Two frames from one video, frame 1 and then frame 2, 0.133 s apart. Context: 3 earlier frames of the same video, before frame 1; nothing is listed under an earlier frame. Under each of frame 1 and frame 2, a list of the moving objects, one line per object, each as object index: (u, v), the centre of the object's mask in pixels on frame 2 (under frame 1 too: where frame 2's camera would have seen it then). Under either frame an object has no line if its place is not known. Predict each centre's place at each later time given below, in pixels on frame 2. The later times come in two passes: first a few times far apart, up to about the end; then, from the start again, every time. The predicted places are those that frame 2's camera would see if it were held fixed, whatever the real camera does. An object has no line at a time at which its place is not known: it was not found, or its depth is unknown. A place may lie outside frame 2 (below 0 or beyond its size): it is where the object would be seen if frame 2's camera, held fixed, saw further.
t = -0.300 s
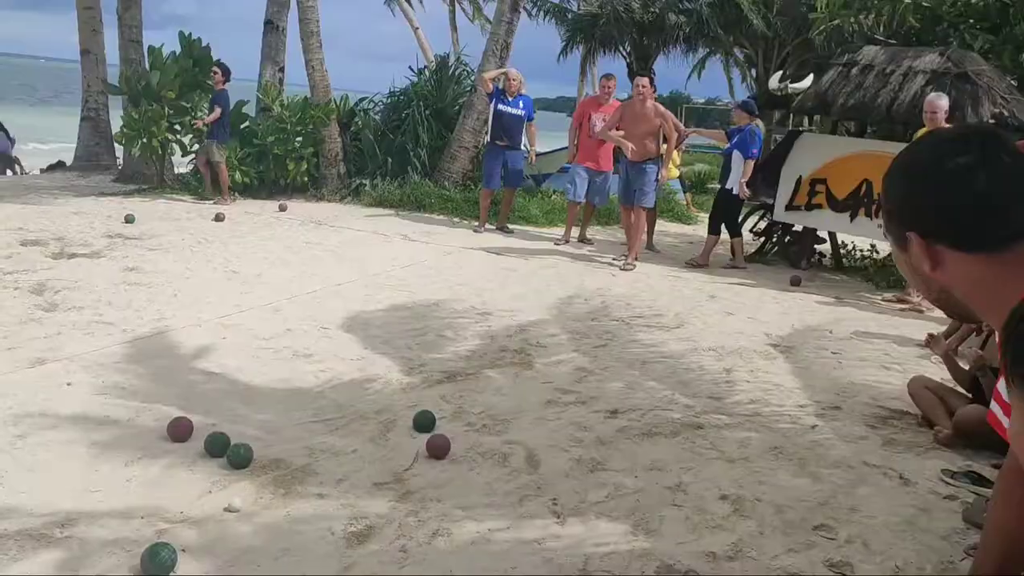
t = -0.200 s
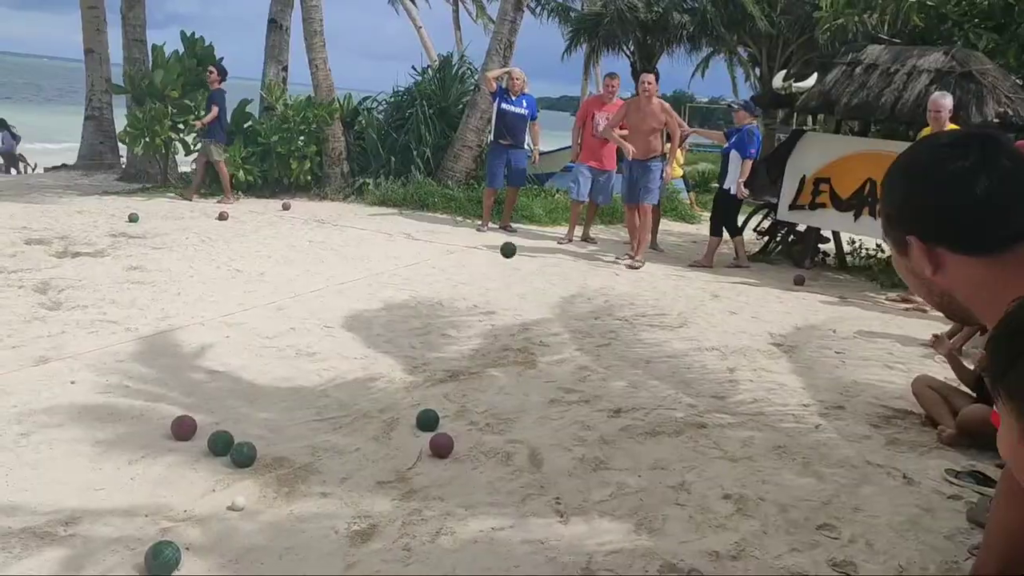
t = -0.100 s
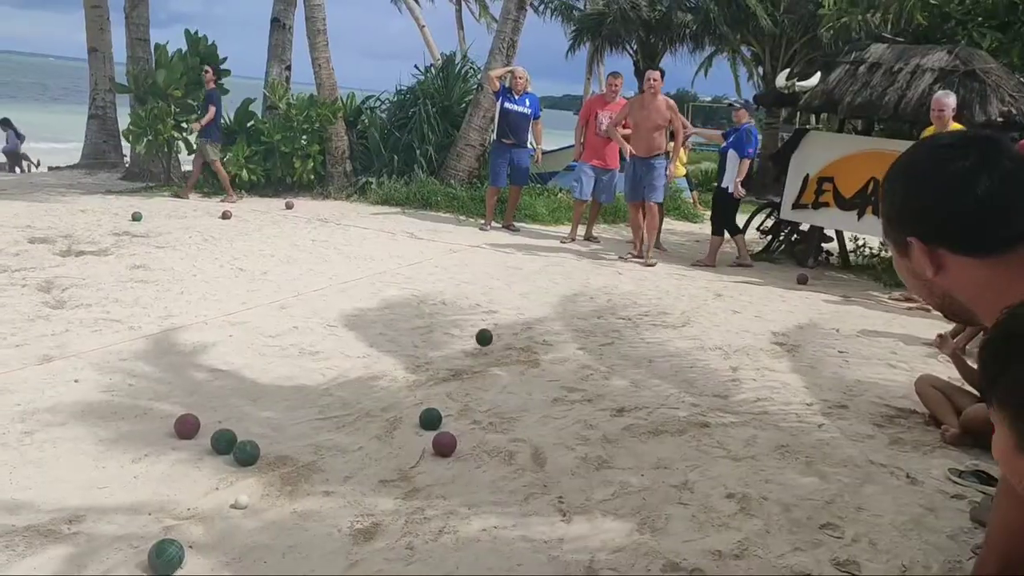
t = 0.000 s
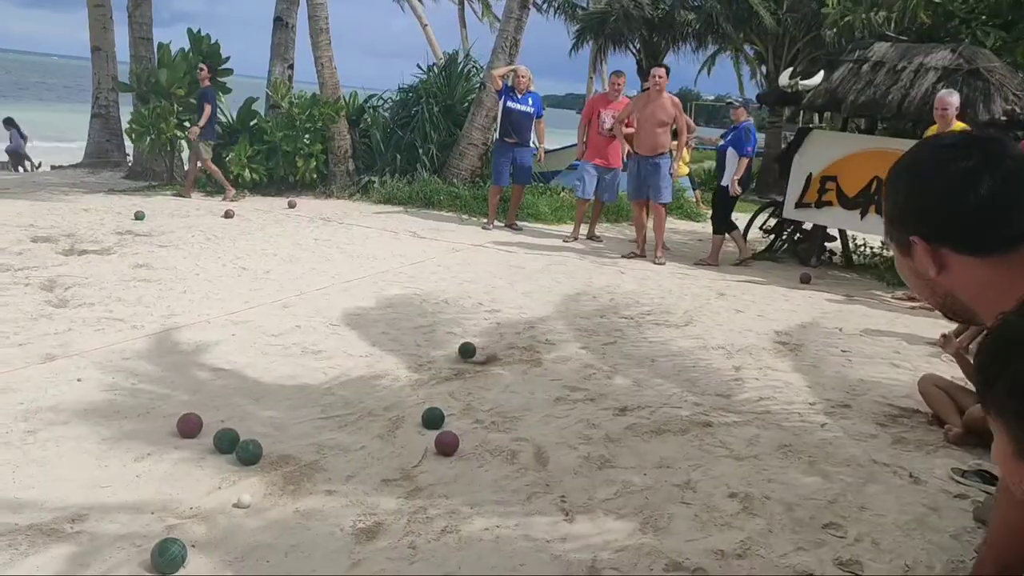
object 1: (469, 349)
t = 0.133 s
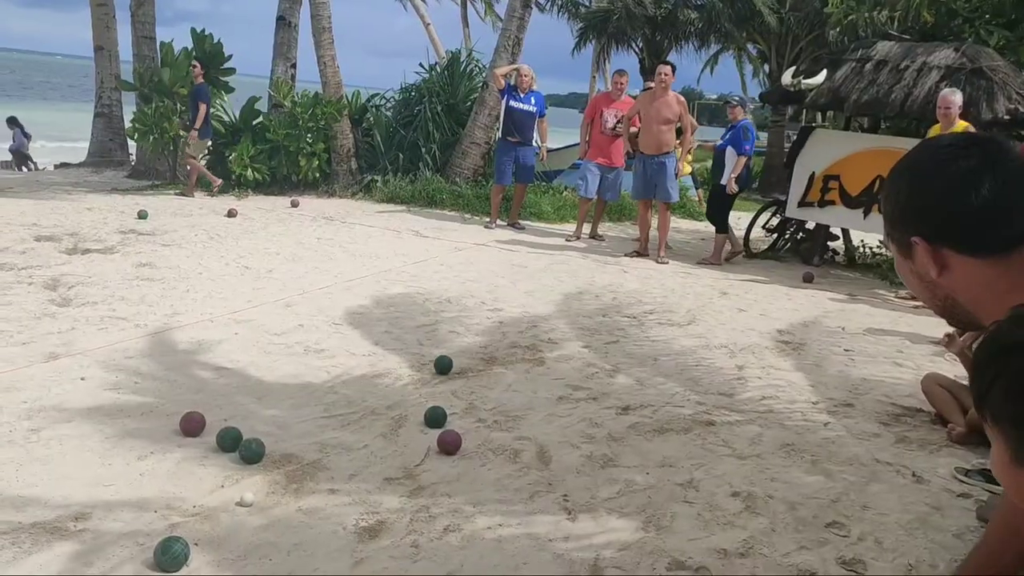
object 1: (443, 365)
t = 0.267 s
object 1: (417, 377)
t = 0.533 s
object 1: (370, 401)
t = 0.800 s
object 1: (313, 424)
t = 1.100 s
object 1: (256, 434)
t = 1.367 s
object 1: (258, 435)
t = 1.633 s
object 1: (259, 436)
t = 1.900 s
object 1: (259, 436)
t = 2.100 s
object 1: (259, 436)
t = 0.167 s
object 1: (436, 368)
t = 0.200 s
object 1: (430, 371)
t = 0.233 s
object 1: (423, 375)
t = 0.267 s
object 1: (417, 377)
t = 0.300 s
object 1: (411, 380)
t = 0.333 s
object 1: (404, 383)
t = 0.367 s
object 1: (398, 386)
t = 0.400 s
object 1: (393, 386)
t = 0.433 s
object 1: (388, 388)
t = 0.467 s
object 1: (382, 391)
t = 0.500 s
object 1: (376, 397)
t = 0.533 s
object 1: (370, 401)
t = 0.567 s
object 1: (364, 404)
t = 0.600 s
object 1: (357, 407)
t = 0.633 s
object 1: (350, 409)
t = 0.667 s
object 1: (343, 412)
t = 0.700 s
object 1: (336, 416)
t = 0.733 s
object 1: (328, 419)
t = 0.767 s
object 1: (321, 421)
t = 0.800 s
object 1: (313, 424)
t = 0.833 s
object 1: (305, 426)
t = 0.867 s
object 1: (297, 427)
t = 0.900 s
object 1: (290, 429)
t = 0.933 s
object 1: (281, 432)
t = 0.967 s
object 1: (273, 434)
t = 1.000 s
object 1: (266, 435)
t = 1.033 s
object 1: (258, 433)
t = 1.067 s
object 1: (256, 433)
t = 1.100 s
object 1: (256, 434)
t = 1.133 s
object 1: (256, 434)
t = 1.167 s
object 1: (256, 435)
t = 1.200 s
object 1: (256, 435)
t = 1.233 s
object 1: (257, 436)
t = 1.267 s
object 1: (257, 435)
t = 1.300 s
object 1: (257, 435)
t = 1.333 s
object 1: (258, 435)
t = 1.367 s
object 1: (258, 435)
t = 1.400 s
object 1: (258, 436)
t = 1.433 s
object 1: (259, 436)
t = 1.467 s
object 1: (259, 436)
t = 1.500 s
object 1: (259, 436)
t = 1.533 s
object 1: (259, 436)
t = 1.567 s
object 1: (259, 436)
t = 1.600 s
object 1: (259, 436)
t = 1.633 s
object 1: (259, 436)
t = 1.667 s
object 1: (259, 436)
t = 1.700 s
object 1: (259, 436)
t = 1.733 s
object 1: (259, 436)
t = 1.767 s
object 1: (259, 436)
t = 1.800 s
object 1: (259, 436)
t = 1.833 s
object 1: (259, 436)
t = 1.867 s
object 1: (259, 436)
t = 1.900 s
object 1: (259, 436)
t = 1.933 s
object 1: (259, 436)
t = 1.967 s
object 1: (259, 436)
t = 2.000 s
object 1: (259, 436)
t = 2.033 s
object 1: (259, 436)
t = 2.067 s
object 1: (259, 436)
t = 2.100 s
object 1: (259, 436)
